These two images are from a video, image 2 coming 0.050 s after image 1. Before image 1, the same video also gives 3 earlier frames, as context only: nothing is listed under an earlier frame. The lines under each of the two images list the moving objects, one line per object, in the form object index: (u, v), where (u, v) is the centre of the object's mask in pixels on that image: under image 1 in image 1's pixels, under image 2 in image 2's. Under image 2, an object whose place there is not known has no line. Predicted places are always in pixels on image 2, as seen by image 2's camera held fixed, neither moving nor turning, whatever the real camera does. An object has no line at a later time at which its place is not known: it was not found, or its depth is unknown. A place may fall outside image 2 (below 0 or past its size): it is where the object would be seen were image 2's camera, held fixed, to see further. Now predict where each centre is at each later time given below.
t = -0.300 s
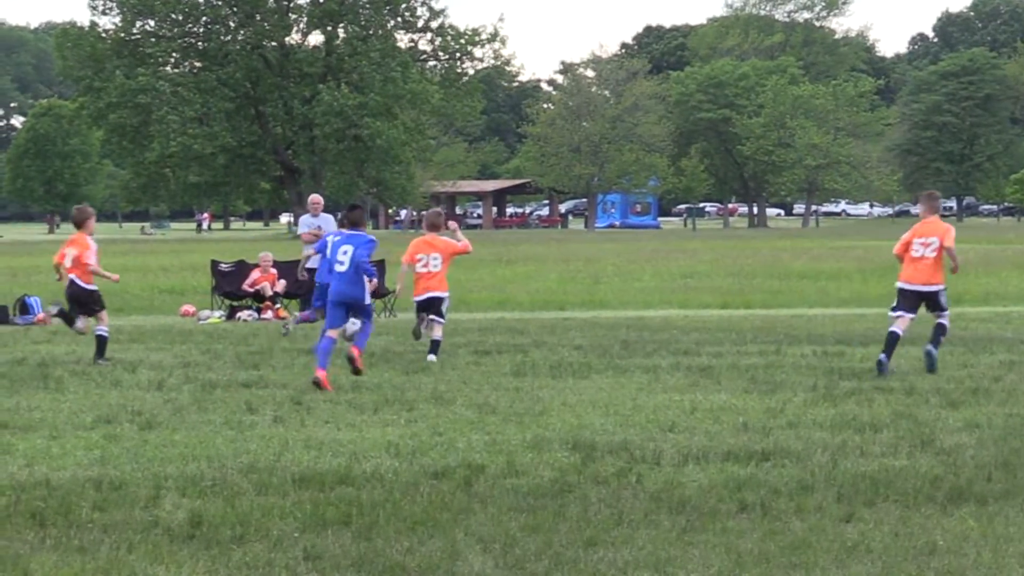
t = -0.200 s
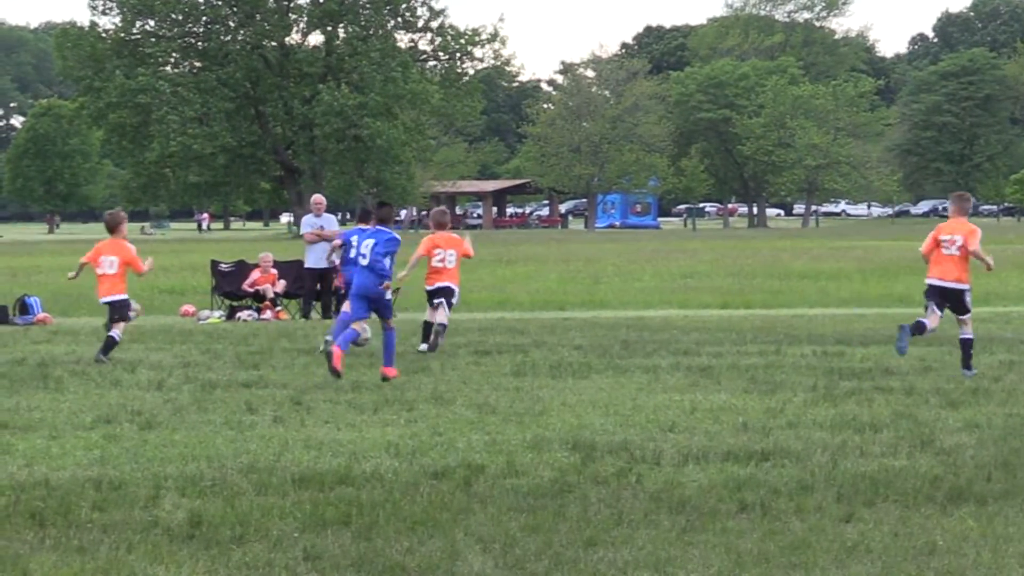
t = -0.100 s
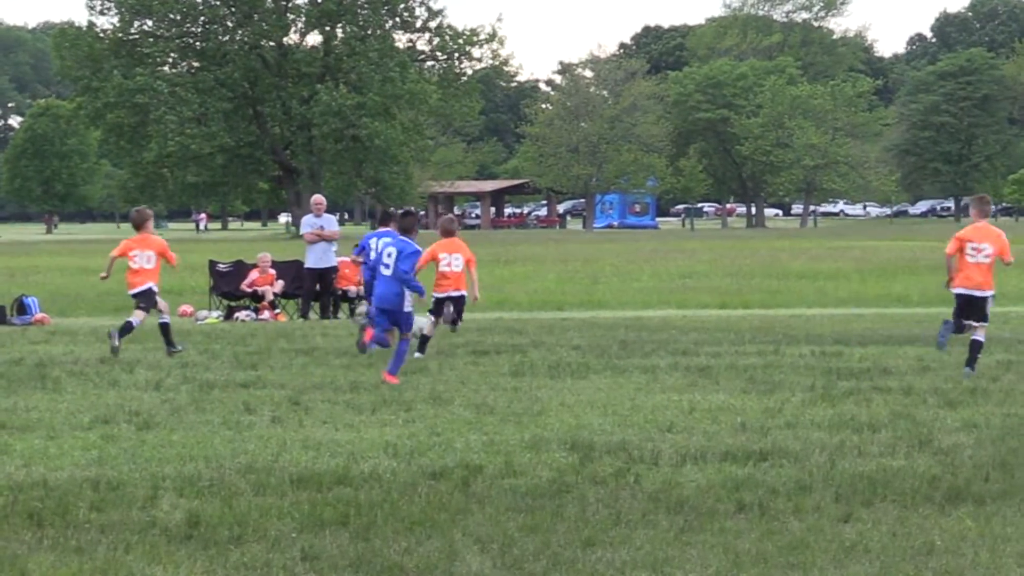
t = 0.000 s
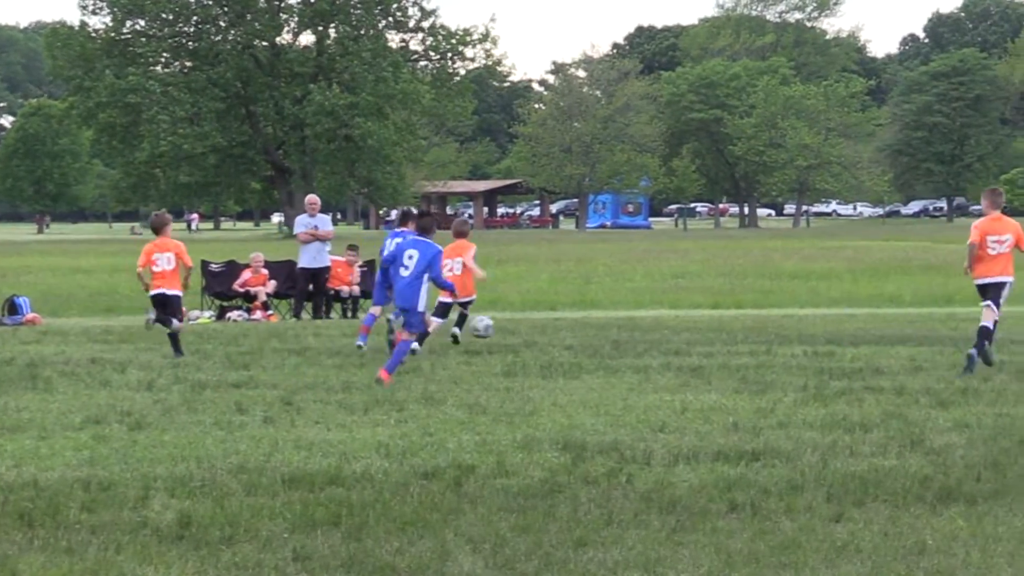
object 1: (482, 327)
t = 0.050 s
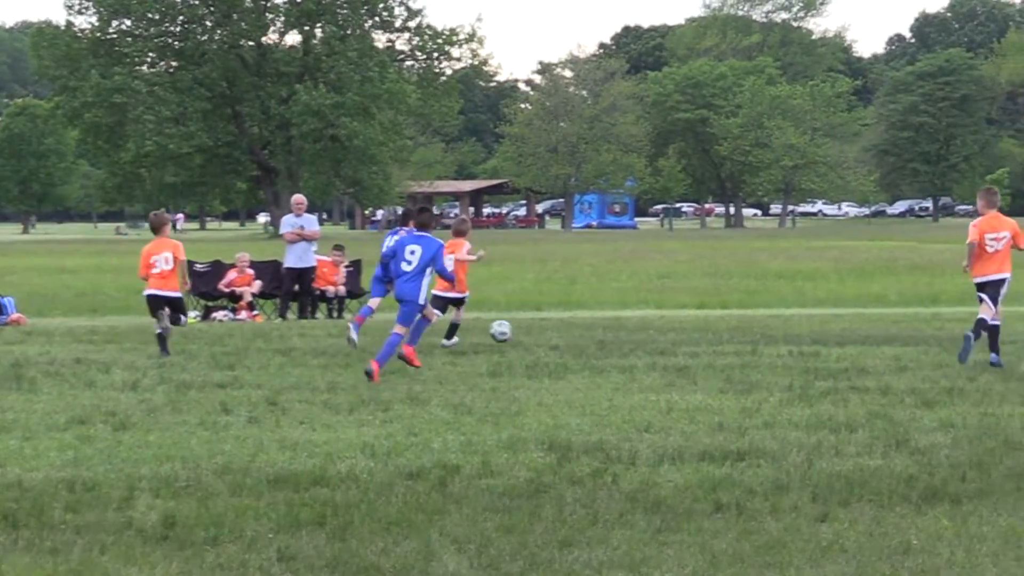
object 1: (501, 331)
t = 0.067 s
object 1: (512, 330)
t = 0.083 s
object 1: (523, 332)
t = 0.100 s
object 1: (534, 333)
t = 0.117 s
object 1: (545, 335)
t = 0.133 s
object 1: (555, 335)
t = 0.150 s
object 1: (564, 335)
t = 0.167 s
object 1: (573, 333)
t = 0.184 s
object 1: (581, 333)
